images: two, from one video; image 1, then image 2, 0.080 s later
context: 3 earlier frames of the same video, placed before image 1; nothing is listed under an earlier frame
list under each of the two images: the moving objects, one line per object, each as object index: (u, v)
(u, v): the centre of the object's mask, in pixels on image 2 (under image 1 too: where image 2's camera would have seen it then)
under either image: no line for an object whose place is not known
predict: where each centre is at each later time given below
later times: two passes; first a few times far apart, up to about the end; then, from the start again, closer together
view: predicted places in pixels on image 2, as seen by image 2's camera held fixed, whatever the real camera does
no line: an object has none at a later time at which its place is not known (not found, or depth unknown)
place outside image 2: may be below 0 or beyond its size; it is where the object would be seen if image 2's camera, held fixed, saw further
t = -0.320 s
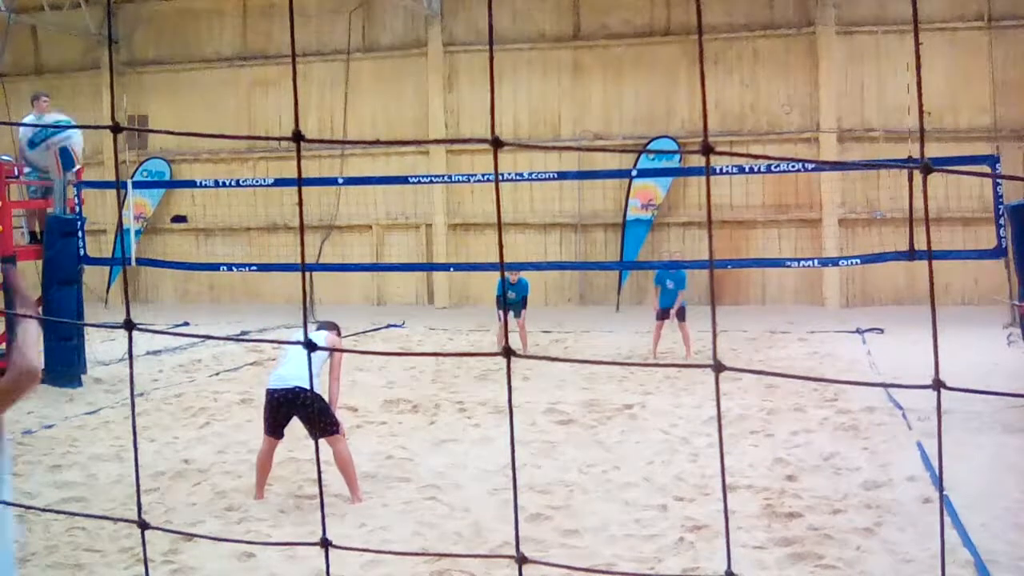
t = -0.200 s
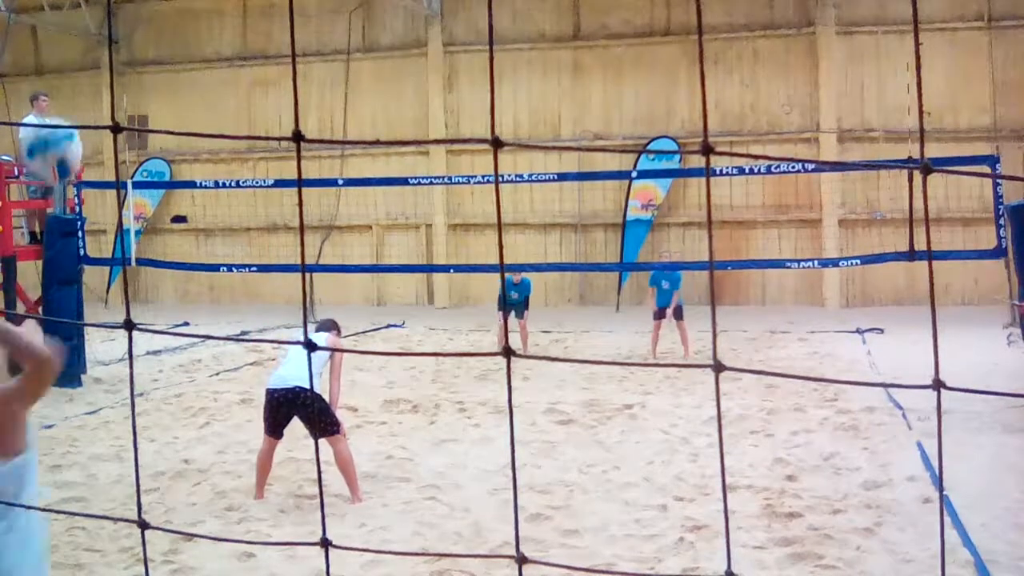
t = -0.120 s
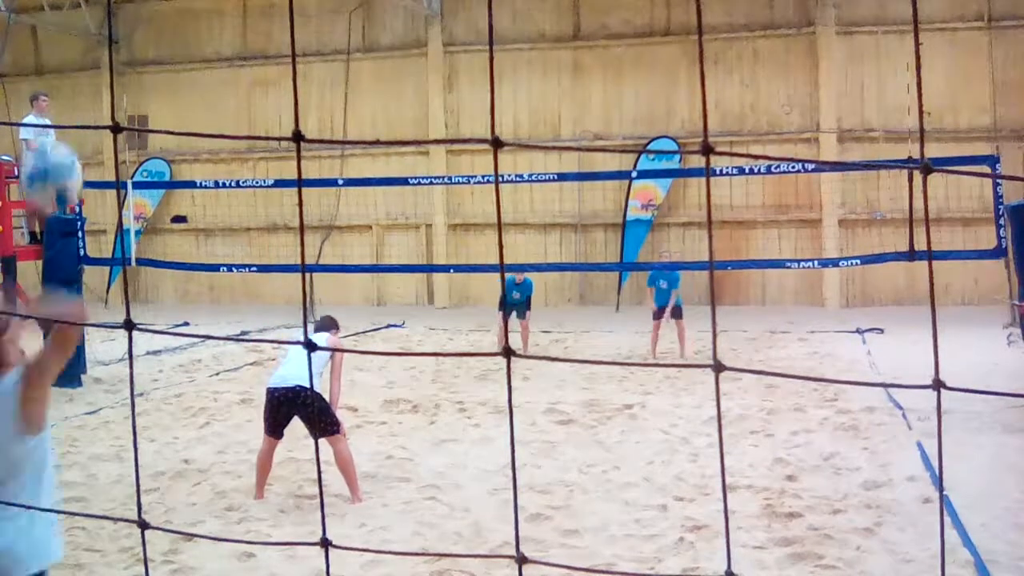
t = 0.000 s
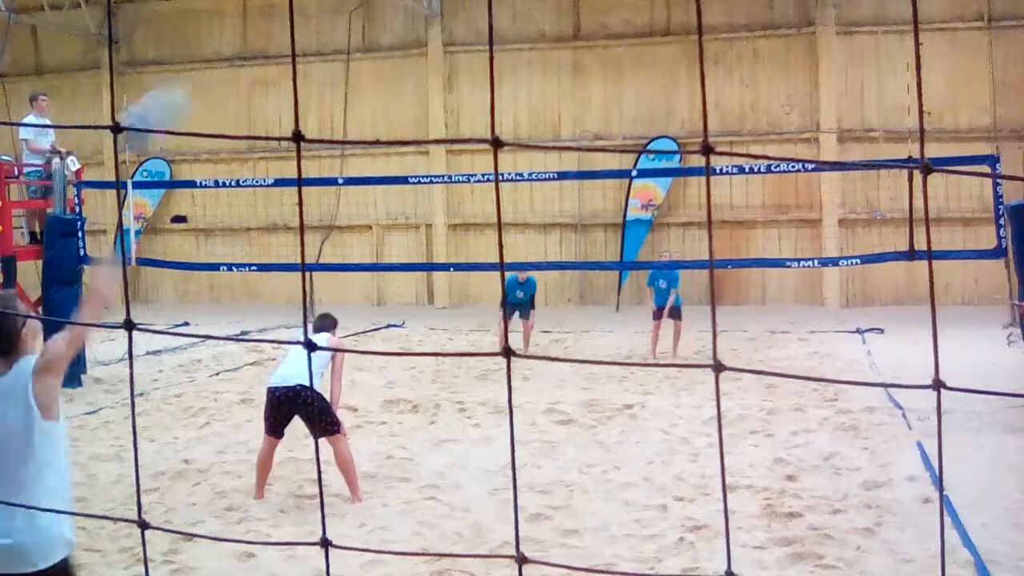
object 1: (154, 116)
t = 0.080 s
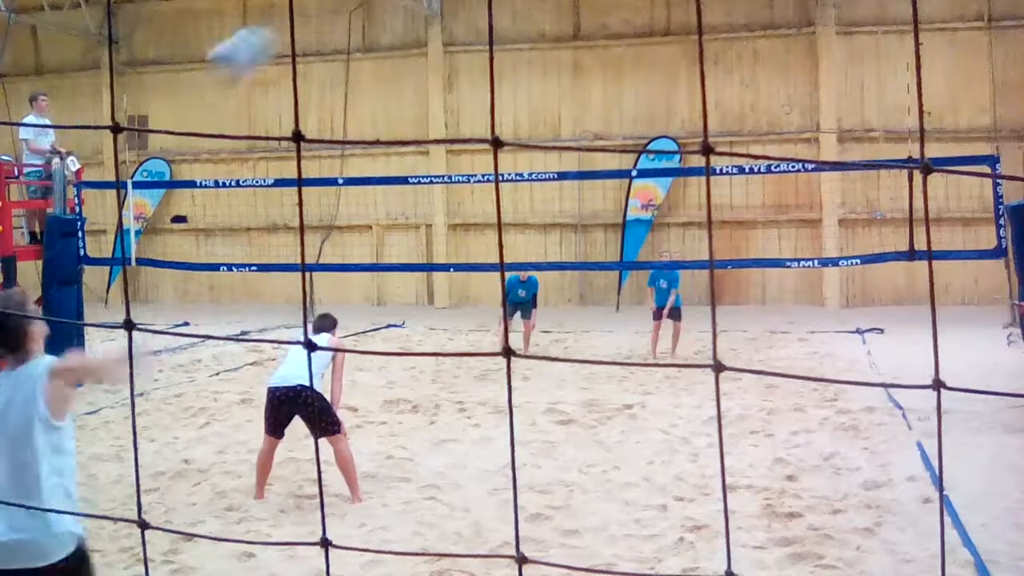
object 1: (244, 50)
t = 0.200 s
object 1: (336, 7)
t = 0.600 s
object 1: (486, 24)
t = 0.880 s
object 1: (537, 104)
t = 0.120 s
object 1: (276, 30)
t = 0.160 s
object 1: (310, 14)
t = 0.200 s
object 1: (336, 7)
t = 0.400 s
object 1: (437, 3)
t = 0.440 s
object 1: (448, 5)
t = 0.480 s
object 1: (459, 7)
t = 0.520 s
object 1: (469, 10)
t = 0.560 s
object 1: (476, 15)
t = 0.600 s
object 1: (486, 24)
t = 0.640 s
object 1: (501, 34)
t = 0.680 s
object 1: (504, 43)
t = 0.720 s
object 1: (511, 53)
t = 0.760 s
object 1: (519, 64)
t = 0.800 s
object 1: (525, 79)
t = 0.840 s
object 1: (531, 90)
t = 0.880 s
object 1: (537, 104)
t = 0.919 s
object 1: (542, 117)
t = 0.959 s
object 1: (547, 131)
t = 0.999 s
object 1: (555, 142)
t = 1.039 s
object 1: (556, 161)
